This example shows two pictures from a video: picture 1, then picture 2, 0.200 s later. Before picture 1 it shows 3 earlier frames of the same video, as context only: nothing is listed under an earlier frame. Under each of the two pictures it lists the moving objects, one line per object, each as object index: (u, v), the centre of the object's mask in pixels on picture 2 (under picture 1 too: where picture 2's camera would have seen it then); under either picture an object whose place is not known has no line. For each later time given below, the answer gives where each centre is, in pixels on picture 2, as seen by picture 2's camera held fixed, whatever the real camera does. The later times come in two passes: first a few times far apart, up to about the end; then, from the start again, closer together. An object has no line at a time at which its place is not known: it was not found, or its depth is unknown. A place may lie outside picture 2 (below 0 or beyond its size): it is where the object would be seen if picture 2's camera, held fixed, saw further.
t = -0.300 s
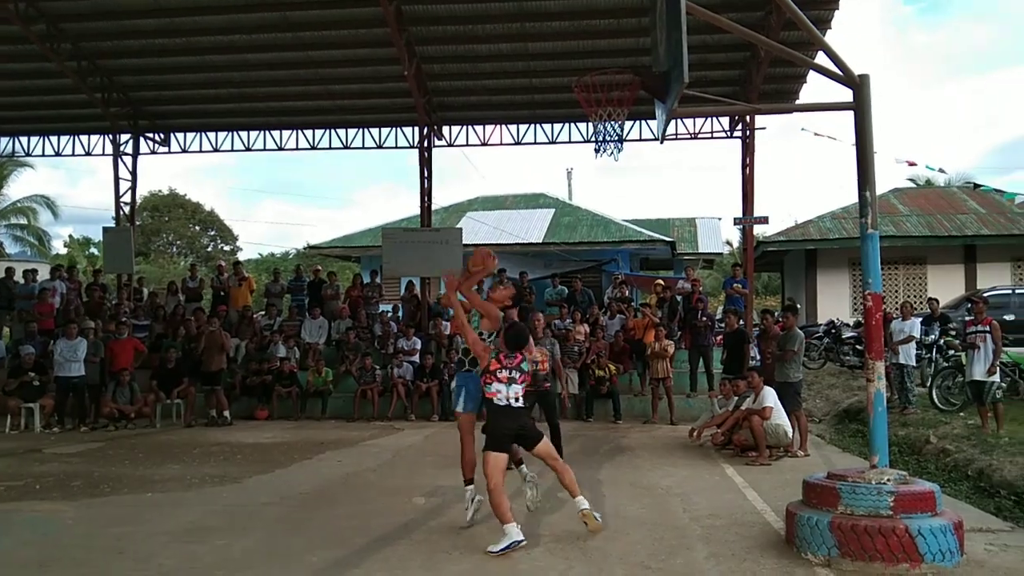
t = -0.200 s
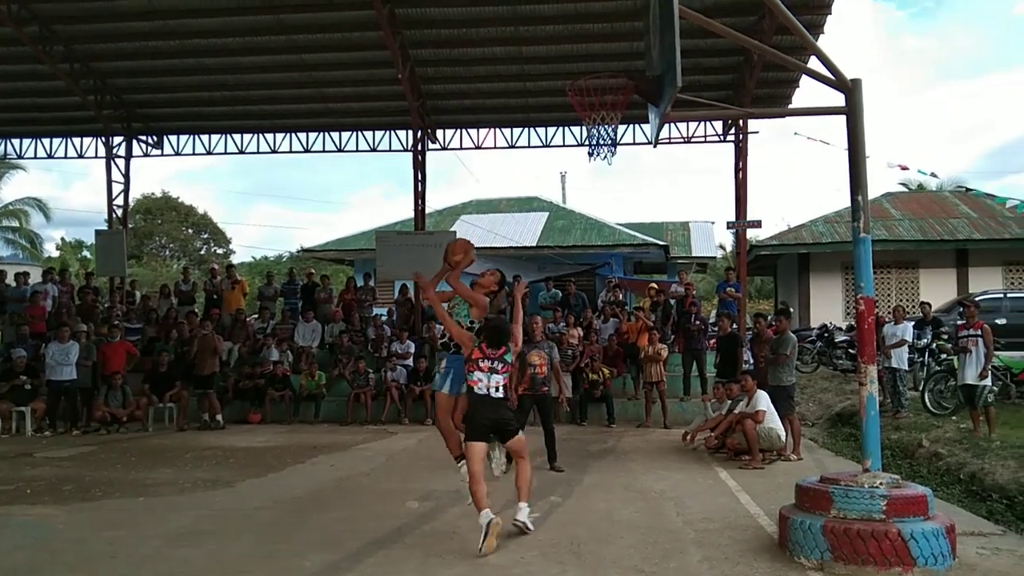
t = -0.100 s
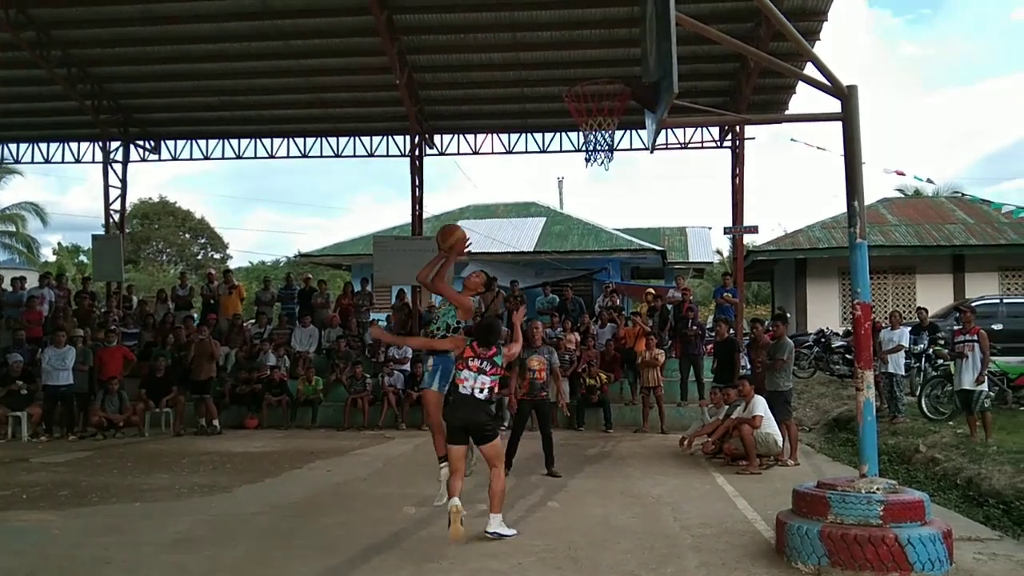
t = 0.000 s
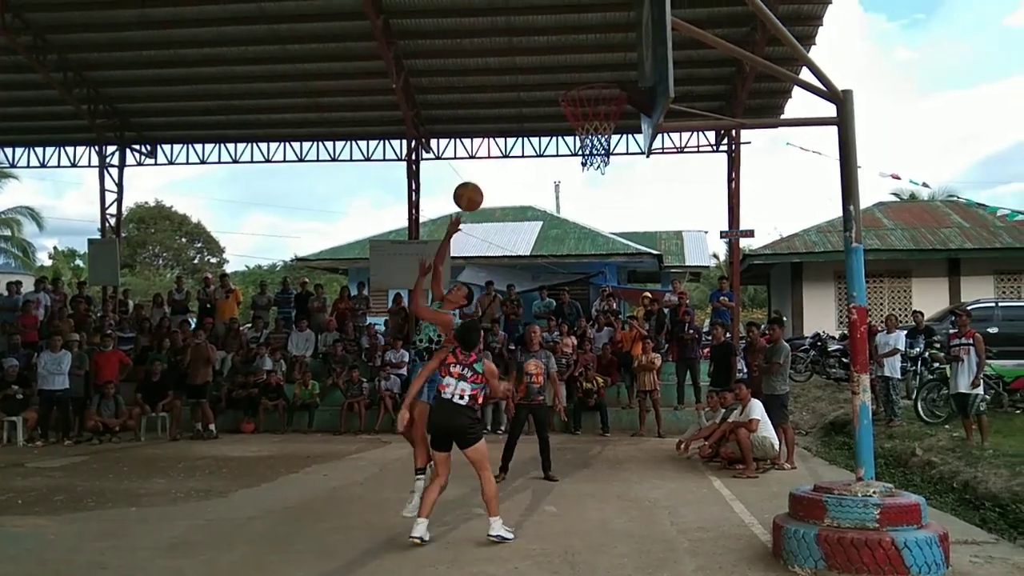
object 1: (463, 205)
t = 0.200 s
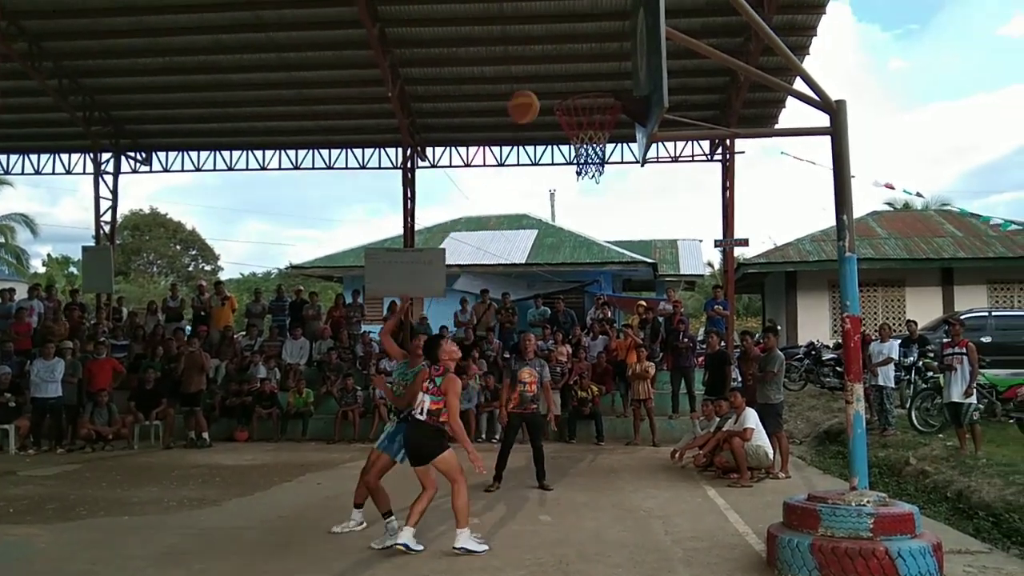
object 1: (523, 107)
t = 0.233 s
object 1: (533, 95)
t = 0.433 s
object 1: (597, 51)
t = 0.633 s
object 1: (591, 69)
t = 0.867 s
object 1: (550, 86)
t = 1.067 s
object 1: (521, 90)
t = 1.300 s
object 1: (488, 168)
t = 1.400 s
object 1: (473, 225)
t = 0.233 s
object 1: (533, 95)
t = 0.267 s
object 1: (544, 84)
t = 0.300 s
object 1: (555, 75)
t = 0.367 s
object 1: (576, 61)
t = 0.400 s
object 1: (587, 56)
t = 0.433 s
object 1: (597, 51)
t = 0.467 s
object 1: (608, 50)
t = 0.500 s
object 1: (619, 49)
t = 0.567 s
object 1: (605, 56)
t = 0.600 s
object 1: (598, 60)
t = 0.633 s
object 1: (591, 69)
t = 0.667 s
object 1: (583, 78)
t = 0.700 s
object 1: (576, 86)
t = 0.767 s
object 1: (564, 100)
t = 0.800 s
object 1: (557, 95)
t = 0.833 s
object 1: (554, 90)
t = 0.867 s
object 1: (550, 86)
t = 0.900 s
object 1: (545, 83)
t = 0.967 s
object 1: (536, 81)
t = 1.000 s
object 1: (531, 83)
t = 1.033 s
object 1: (526, 86)
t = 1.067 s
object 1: (521, 90)
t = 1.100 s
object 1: (516, 96)
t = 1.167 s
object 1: (507, 114)
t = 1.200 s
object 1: (502, 125)
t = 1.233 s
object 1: (498, 137)
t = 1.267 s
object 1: (493, 151)
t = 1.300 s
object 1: (488, 168)
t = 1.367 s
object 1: (478, 204)
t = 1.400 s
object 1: (473, 225)
